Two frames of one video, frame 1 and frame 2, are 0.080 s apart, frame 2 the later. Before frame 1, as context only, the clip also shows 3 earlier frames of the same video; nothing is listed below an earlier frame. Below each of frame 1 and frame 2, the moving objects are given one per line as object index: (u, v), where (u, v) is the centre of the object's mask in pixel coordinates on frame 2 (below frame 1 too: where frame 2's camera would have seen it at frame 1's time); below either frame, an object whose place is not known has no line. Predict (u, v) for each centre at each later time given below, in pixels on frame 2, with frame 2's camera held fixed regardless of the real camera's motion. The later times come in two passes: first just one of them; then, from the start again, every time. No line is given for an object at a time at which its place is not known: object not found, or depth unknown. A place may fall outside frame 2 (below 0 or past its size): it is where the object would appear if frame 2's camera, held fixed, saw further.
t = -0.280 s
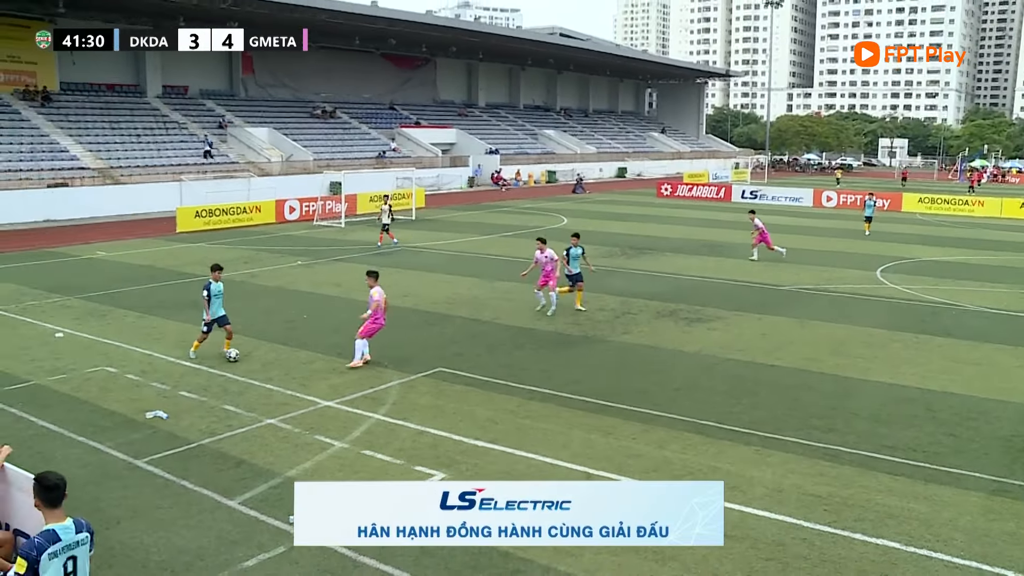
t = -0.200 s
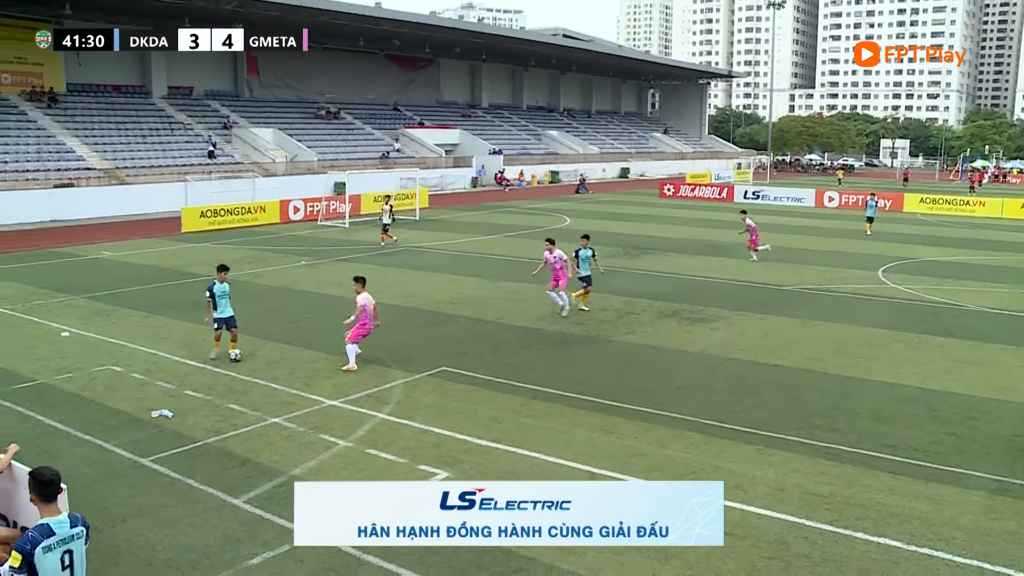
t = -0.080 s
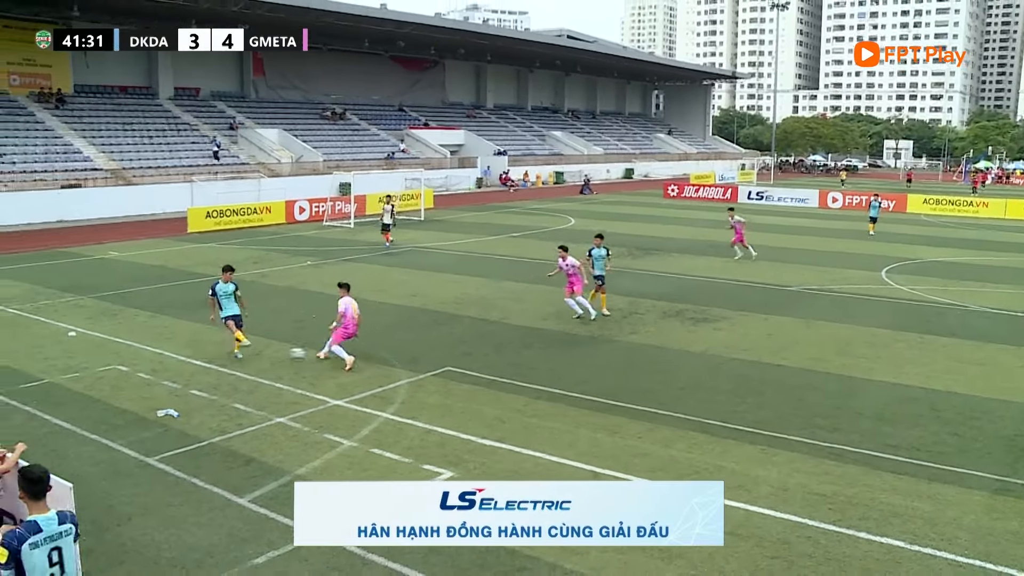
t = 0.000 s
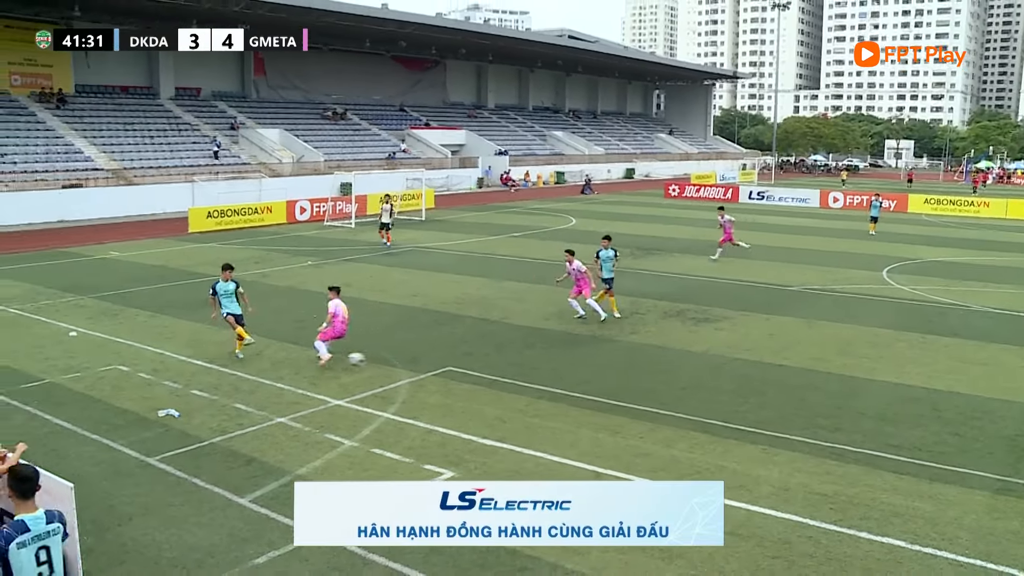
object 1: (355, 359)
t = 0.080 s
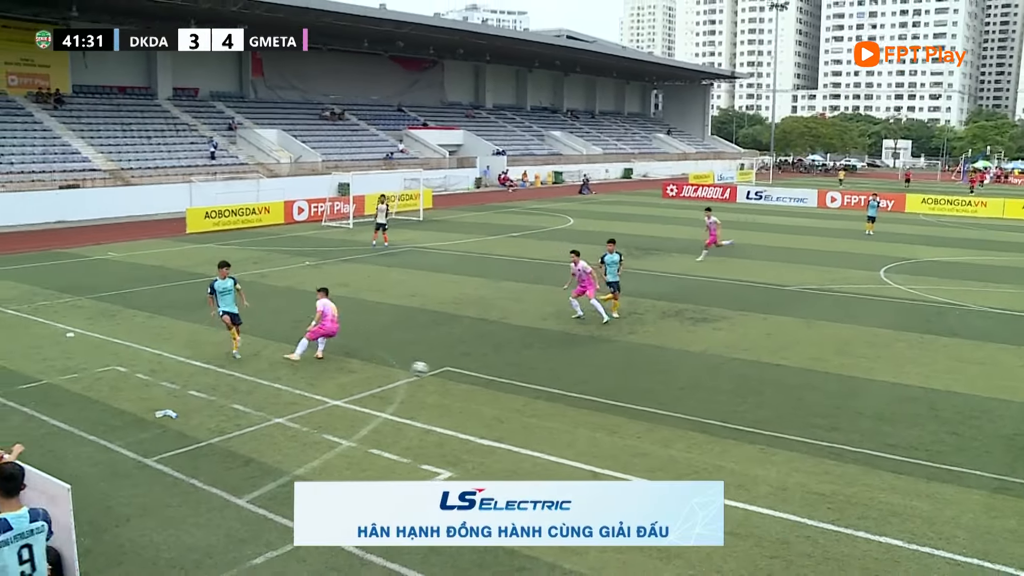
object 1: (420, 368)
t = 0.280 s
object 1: (607, 414)
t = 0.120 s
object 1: (454, 375)
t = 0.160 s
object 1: (490, 383)
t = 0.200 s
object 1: (527, 392)
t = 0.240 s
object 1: (567, 402)
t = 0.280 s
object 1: (607, 414)
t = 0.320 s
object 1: (648, 427)
